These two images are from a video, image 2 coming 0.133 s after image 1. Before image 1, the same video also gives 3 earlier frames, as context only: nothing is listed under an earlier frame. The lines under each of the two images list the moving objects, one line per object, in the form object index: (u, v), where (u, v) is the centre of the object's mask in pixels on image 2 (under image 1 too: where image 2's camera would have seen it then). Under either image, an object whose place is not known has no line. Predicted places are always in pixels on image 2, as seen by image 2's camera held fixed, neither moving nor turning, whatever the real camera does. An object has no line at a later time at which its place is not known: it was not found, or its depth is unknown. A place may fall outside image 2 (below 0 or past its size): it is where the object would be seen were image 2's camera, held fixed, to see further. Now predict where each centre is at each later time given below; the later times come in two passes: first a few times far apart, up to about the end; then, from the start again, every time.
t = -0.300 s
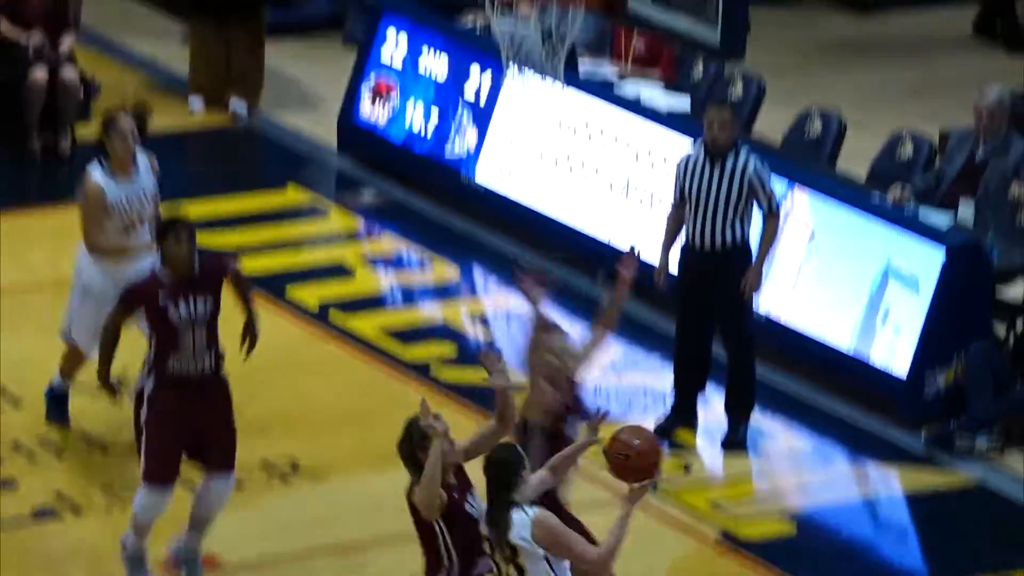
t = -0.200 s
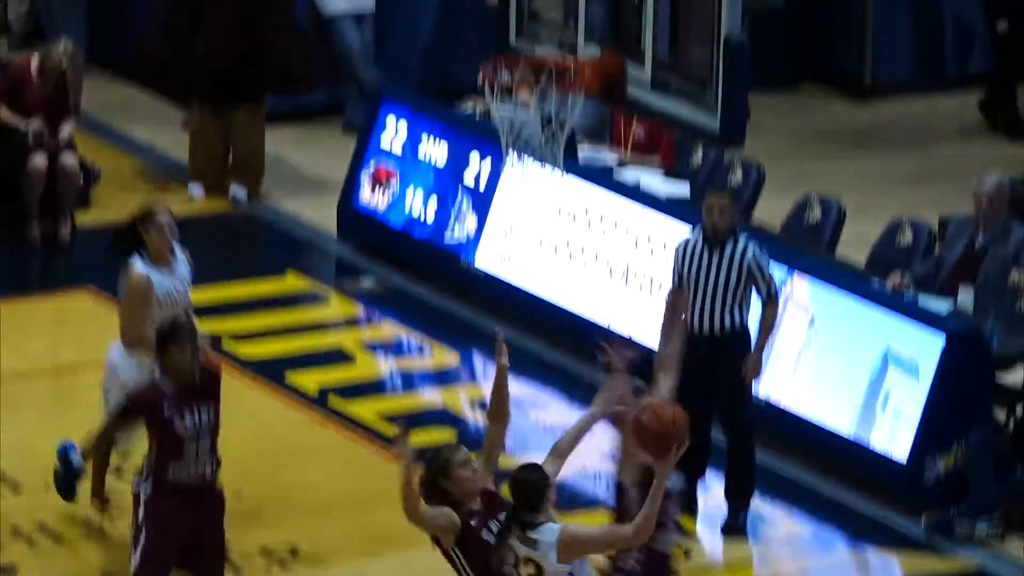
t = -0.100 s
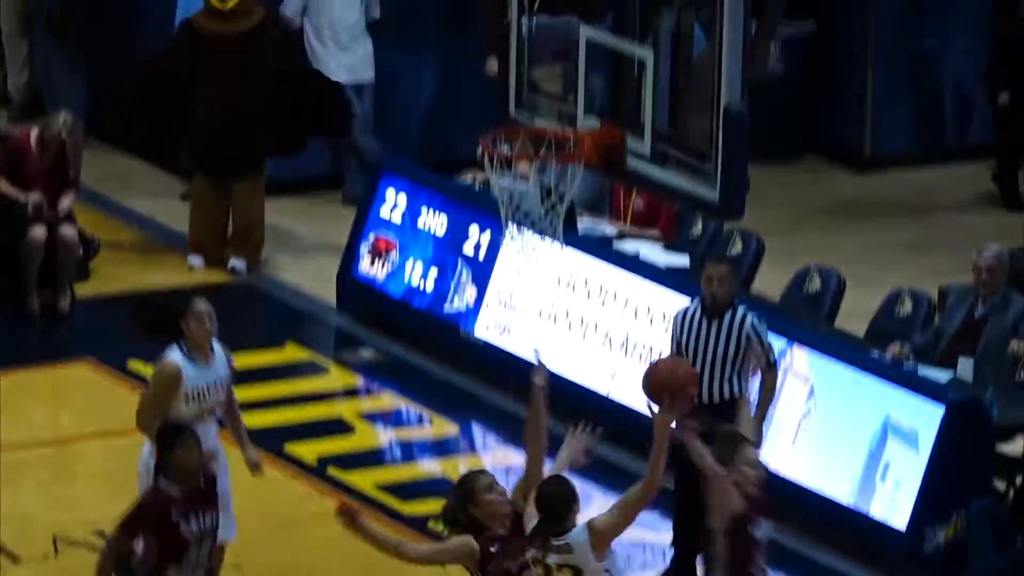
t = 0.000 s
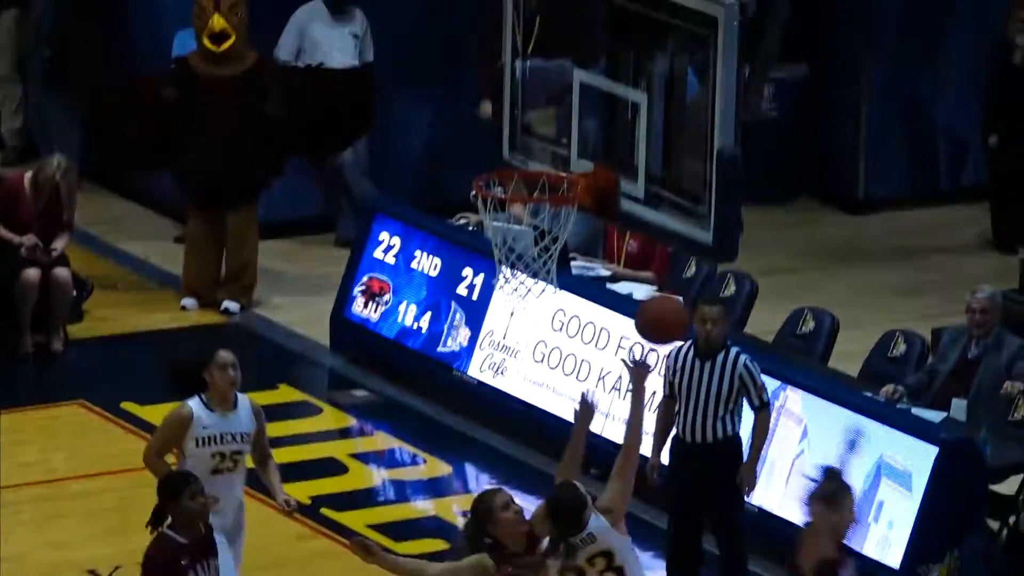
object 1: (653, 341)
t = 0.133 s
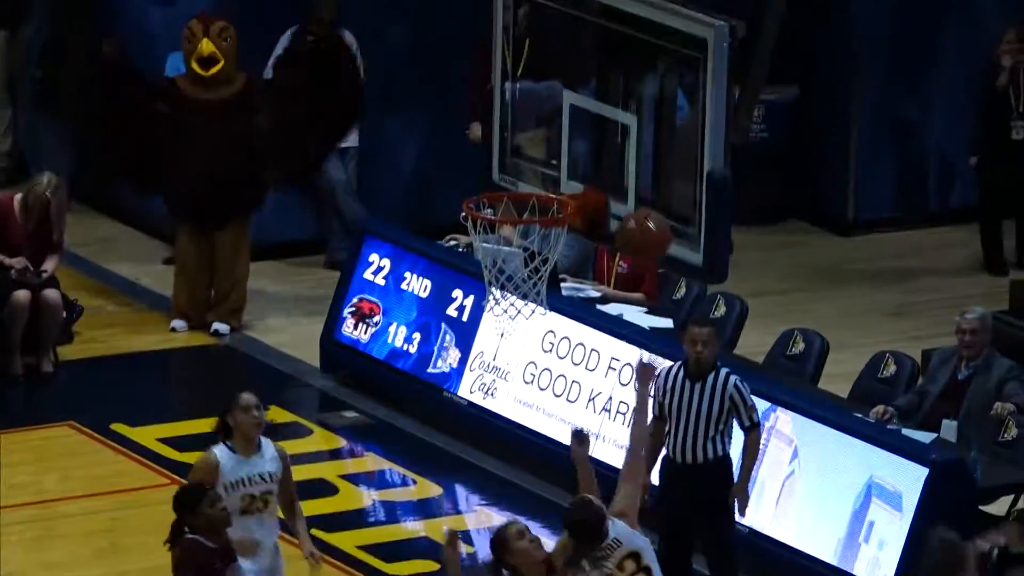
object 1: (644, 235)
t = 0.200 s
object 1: (640, 201)
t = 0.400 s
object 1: (622, 156)
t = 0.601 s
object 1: (519, 202)
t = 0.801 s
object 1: (470, 255)
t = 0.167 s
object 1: (641, 217)
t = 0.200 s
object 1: (640, 201)
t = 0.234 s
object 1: (636, 186)
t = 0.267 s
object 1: (633, 176)
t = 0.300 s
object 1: (630, 167)
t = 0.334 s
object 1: (628, 160)
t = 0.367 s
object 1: (626, 156)
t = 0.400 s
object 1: (622, 156)
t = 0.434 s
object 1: (605, 159)
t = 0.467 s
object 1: (590, 164)
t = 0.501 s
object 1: (568, 169)
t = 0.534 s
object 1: (552, 181)
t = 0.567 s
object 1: (532, 194)
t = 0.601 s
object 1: (519, 202)
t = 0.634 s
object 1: (496, 223)
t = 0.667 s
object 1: (480, 236)
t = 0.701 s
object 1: (470, 235)
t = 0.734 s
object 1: (465, 237)
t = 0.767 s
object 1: (469, 247)
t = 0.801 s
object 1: (470, 255)
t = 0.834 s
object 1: (472, 269)
